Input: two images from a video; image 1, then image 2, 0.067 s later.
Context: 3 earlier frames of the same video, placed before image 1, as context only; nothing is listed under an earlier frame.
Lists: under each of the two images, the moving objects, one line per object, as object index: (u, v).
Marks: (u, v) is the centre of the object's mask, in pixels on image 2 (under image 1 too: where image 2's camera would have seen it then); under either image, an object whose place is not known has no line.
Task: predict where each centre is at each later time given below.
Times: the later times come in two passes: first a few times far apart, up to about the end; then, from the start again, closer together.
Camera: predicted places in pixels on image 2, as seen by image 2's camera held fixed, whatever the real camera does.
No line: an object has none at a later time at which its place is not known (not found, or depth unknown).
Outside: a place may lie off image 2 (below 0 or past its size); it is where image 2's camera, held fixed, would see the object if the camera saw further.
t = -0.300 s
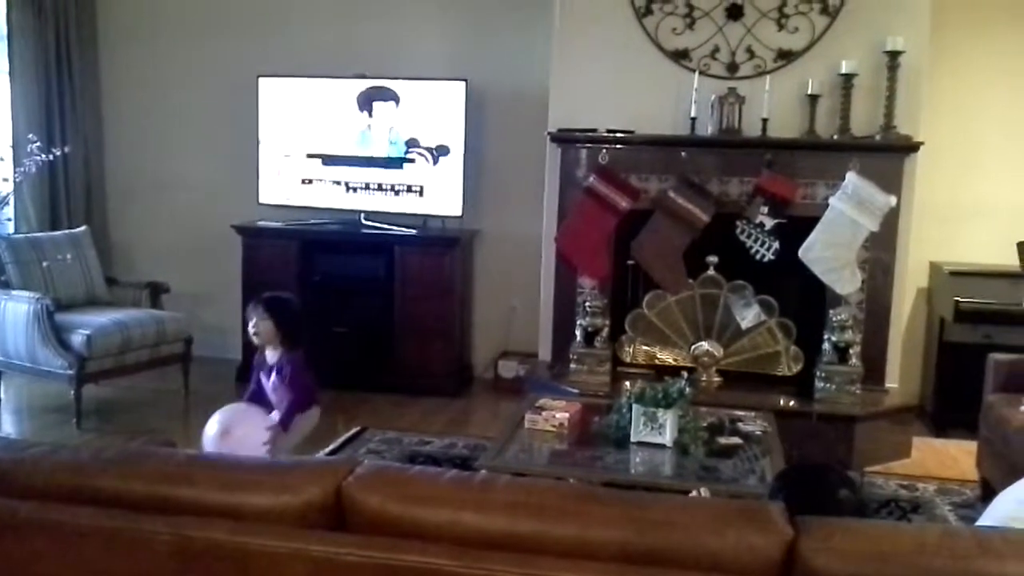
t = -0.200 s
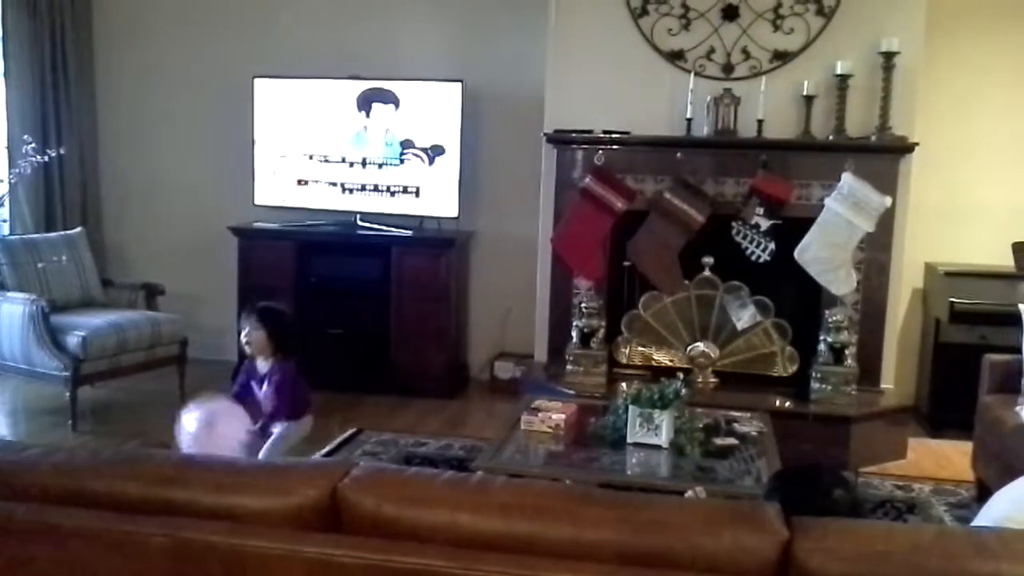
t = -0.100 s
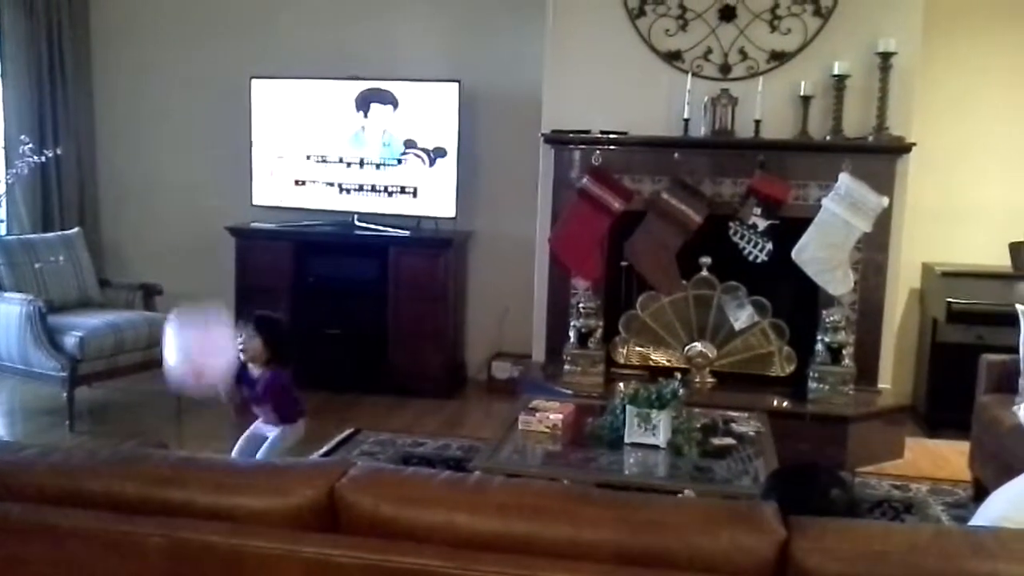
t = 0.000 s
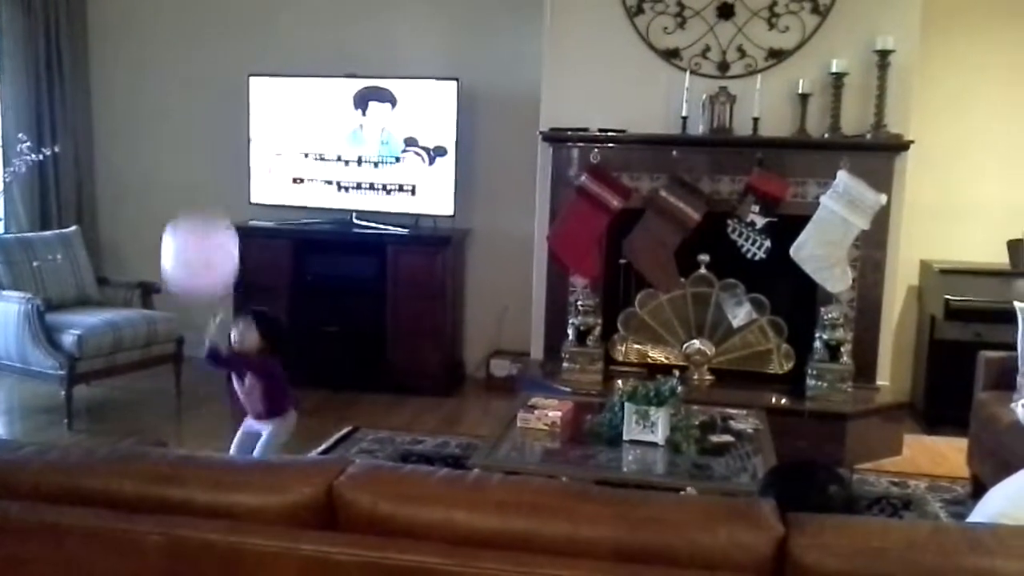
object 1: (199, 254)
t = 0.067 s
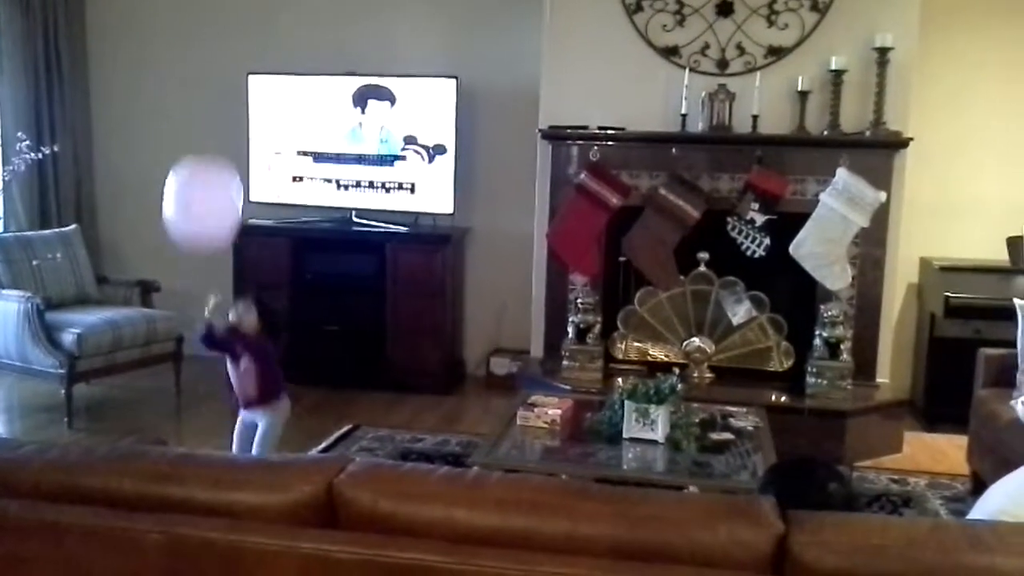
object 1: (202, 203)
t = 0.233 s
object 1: (218, 104)
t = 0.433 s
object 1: (248, 37)
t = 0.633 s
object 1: (276, 15)
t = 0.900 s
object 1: (301, 19)
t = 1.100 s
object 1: (316, 38)
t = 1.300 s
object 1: (327, 88)
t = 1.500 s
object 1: (336, 163)
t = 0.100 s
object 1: (205, 180)
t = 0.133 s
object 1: (207, 157)
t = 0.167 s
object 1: (210, 136)
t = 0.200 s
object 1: (214, 120)
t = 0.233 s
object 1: (218, 104)
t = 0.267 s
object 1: (223, 88)
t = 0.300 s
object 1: (228, 77)
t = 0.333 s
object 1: (234, 66)
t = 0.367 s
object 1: (238, 54)
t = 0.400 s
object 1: (243, 44)
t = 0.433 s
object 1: (248, 37)
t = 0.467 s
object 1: (253, 31)
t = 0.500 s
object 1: (257, 25)
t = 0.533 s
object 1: (263, 21)
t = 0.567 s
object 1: (267, 20)
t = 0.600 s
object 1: (272, 19)
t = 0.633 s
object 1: (276, 15)
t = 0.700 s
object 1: (283, 11)
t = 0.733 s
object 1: (287, 11)
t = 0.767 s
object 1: (290, 12)
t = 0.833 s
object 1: (296, 16)
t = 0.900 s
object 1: (301, 19)
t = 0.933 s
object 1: (304, 20)
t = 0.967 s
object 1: (306, 22)
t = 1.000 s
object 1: (309, 26)
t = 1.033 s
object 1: (311, 30)
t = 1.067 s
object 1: (313, 34)
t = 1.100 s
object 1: (316, 38)
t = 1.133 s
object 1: (318, 45)
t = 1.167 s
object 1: (319, 54)
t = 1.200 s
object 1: (321, 62)
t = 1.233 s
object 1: (323, 69)
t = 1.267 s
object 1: (325, 78)
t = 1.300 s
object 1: (327, 88)
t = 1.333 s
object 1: (330, 100)
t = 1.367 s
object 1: (331, 115)
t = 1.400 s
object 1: (333, 126)
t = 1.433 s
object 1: (334, 138)
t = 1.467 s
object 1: (335, 150)
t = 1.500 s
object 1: (336, 163)
